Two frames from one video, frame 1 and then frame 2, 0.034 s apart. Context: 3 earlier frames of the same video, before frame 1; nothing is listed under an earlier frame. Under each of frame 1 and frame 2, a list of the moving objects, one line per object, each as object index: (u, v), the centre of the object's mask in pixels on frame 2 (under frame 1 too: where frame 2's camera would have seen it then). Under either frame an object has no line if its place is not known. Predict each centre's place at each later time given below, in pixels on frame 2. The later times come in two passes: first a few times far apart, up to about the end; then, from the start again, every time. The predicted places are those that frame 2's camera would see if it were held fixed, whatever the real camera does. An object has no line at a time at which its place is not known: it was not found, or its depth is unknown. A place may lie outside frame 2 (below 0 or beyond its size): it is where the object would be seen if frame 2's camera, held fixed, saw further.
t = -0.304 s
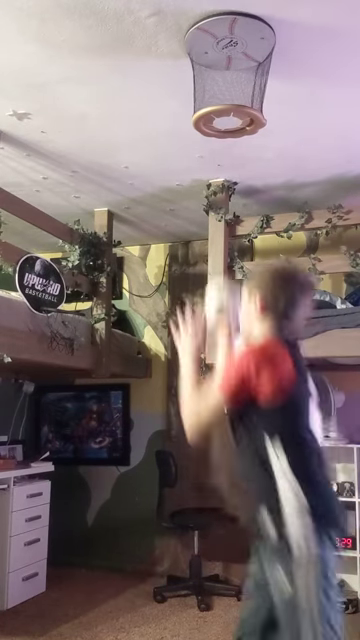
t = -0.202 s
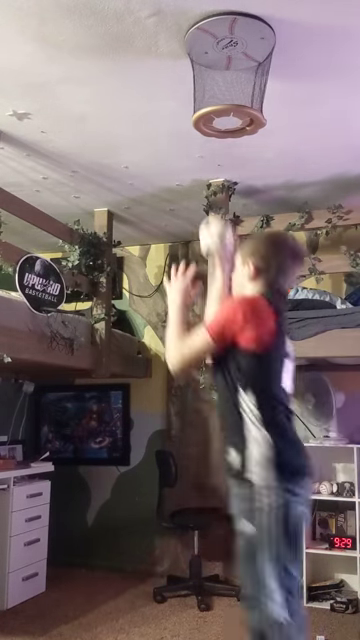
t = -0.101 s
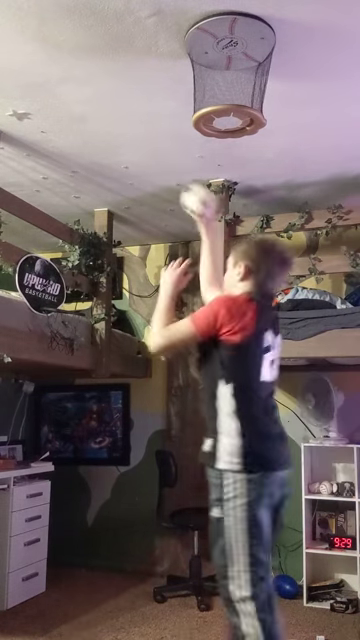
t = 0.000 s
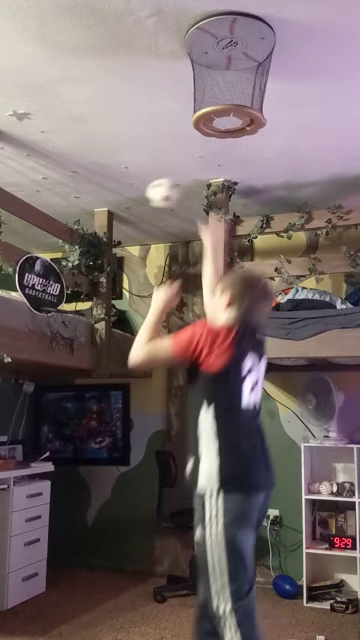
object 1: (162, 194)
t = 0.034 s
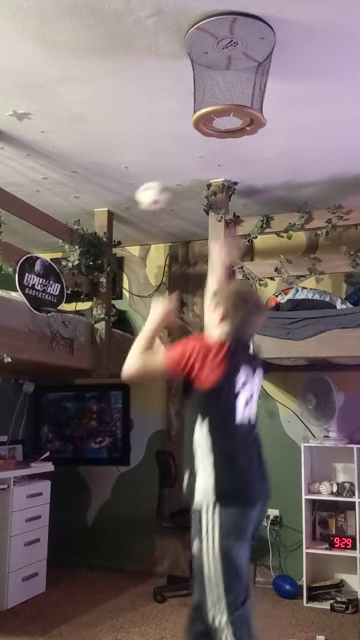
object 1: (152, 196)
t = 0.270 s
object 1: (90, 269)
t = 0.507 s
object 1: (60, 327)
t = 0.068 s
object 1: (141, 201)
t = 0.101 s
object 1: (132, 208)
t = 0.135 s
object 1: (123, 216)
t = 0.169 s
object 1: (114, 227)
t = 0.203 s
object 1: (106, 239)
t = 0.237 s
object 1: (97, 254)
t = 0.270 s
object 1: (90, 269)
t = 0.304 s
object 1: (83, 284)
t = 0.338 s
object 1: (77, 299)
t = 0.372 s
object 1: (67, 315)
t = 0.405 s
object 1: (61, 323)
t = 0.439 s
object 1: (54, 328)
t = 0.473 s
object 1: (56, 328)
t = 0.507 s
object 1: (60, 327)
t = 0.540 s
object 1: (62, 331)
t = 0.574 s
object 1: (66, 335)
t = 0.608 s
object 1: (69, 342)
